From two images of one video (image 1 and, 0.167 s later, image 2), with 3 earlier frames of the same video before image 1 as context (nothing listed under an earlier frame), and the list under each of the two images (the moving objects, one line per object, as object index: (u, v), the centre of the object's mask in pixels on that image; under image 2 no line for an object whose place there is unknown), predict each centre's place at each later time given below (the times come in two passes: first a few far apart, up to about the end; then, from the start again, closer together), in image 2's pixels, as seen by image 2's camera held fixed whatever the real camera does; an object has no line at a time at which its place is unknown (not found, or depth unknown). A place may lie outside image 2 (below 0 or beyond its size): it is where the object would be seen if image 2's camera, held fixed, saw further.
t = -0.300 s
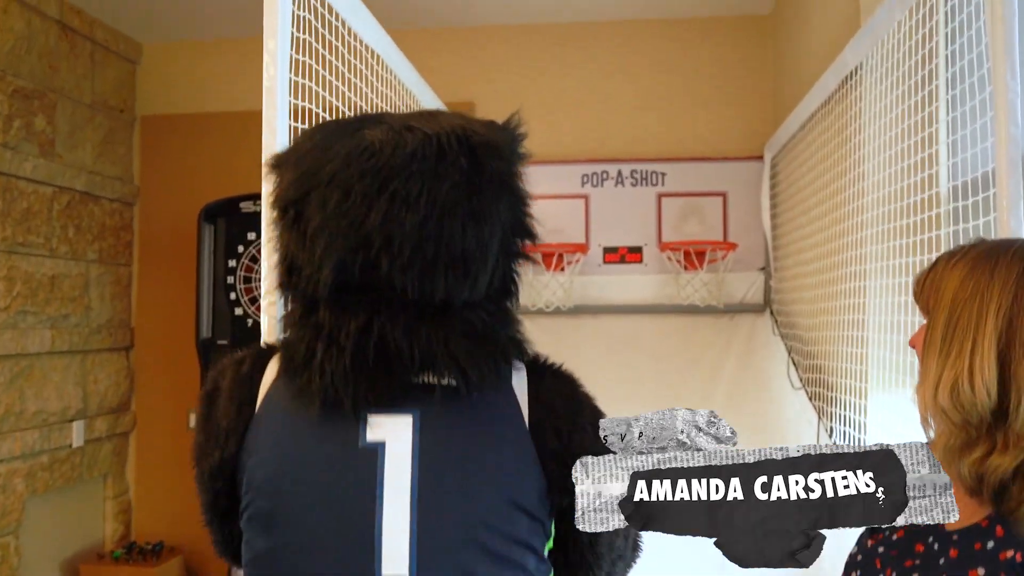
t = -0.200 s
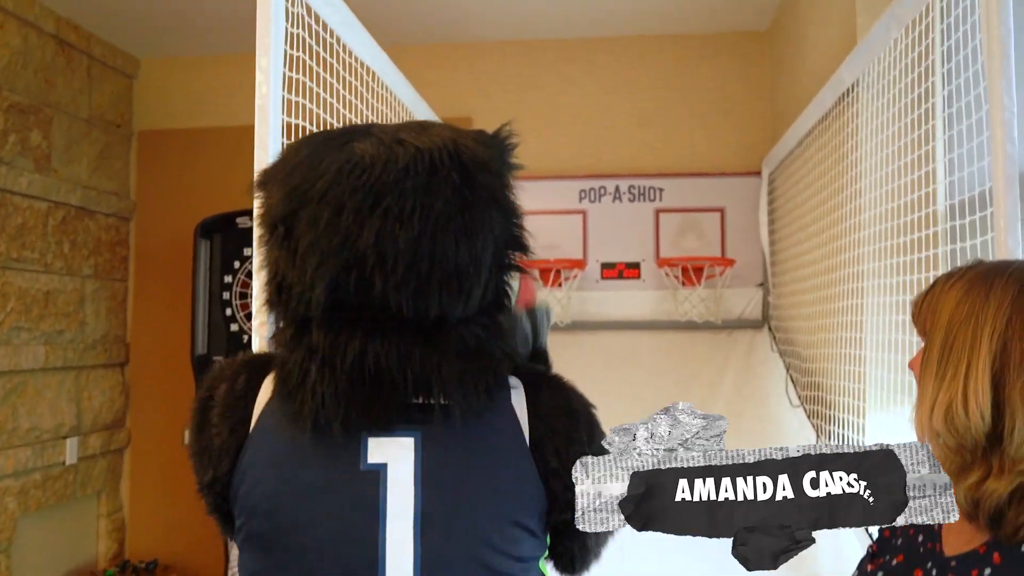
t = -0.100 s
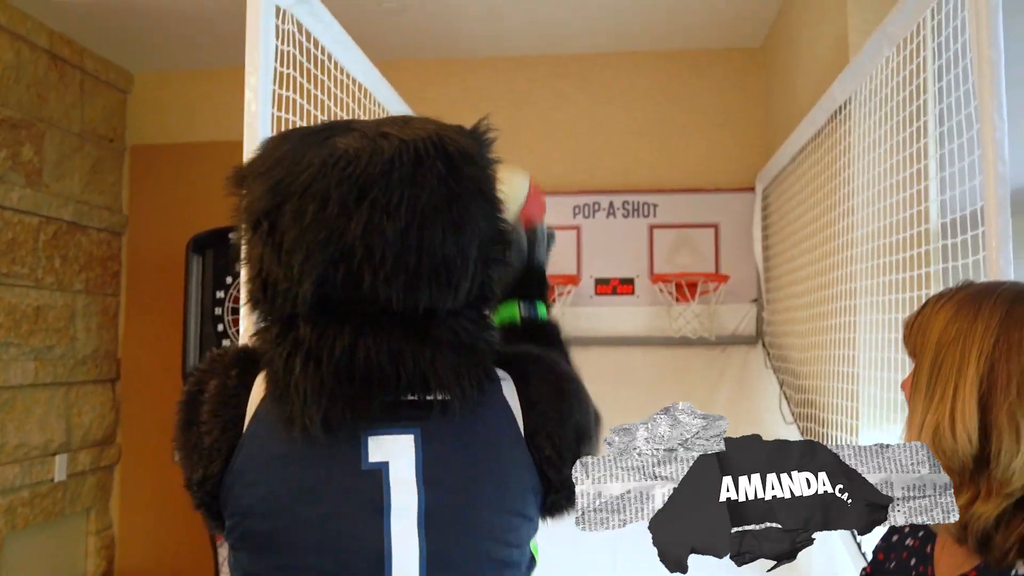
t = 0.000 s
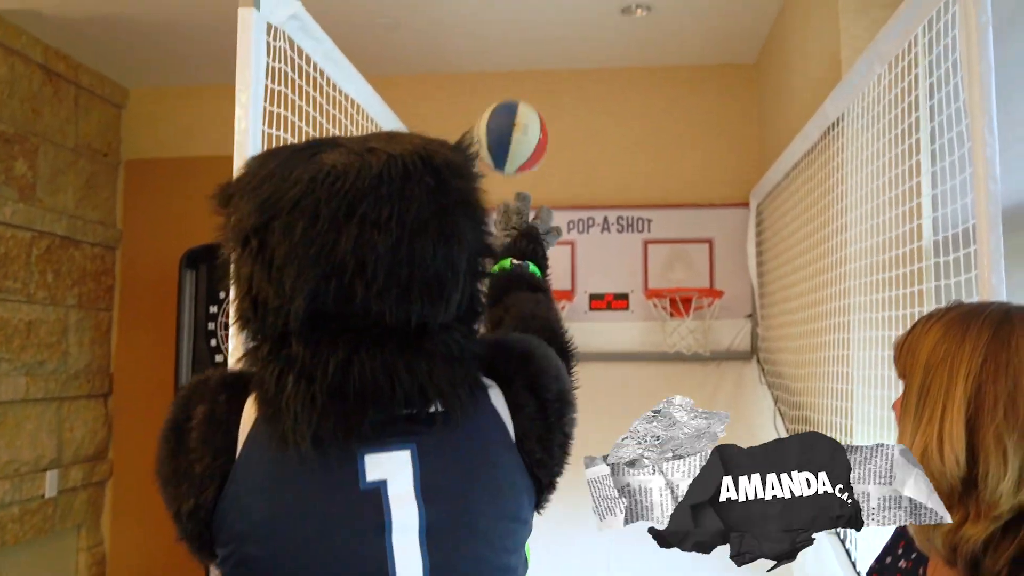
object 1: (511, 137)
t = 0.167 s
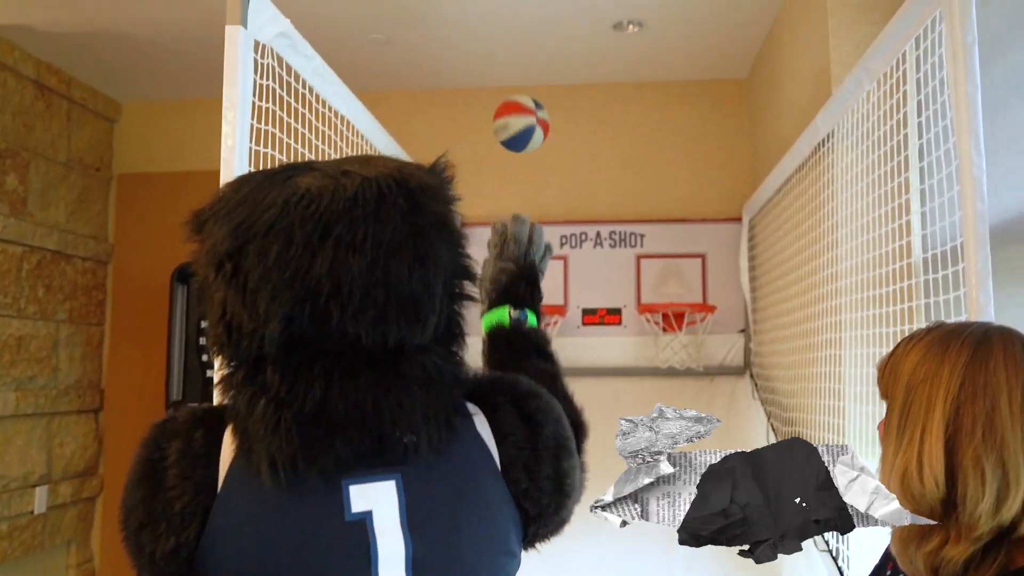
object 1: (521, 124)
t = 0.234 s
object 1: (527, 137)
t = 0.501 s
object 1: (544, 269)
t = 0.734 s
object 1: (521, 389)
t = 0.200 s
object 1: (524, 129)
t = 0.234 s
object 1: (527, 137)
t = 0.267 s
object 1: (529, 147)
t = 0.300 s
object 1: (532, 159)
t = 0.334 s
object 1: (534, 174)
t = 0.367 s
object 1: (536, 191)
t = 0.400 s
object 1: (538, 208)
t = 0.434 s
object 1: (540, 226)
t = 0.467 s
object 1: (542, 247)
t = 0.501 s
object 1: (544, 269)
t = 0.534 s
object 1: (543, 281)
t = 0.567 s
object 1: (544, 292)
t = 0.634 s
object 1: (541, 329)
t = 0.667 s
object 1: (533, 343)
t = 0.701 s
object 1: (527, 368)
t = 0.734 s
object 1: (521, 389)
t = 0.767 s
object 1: (520, 406)
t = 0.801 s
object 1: (518, 412)
